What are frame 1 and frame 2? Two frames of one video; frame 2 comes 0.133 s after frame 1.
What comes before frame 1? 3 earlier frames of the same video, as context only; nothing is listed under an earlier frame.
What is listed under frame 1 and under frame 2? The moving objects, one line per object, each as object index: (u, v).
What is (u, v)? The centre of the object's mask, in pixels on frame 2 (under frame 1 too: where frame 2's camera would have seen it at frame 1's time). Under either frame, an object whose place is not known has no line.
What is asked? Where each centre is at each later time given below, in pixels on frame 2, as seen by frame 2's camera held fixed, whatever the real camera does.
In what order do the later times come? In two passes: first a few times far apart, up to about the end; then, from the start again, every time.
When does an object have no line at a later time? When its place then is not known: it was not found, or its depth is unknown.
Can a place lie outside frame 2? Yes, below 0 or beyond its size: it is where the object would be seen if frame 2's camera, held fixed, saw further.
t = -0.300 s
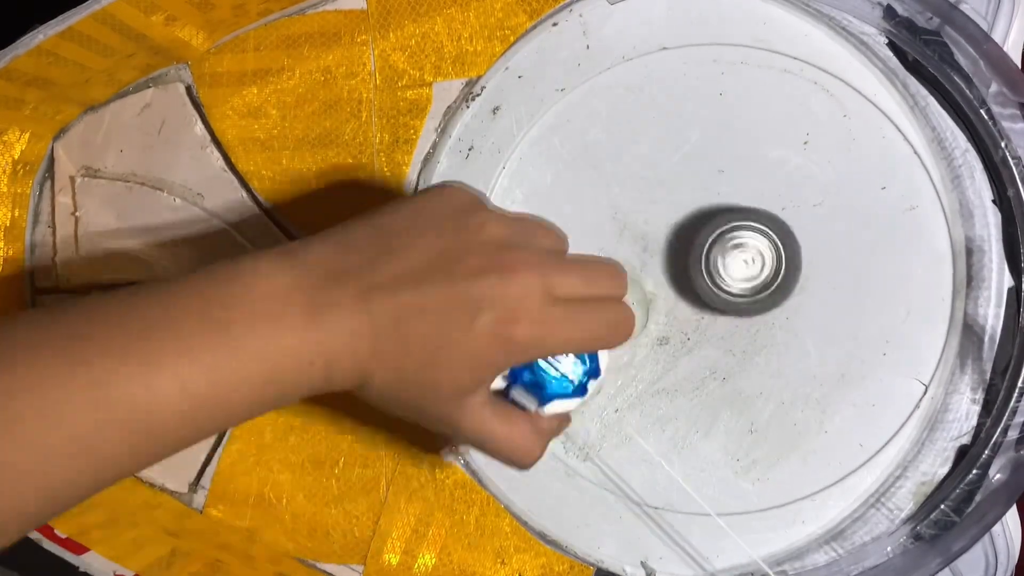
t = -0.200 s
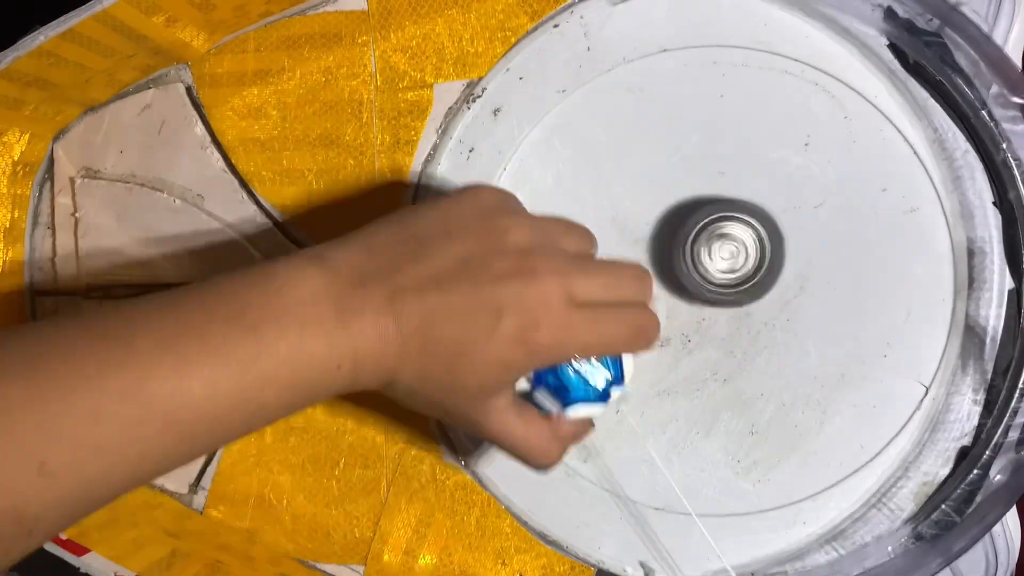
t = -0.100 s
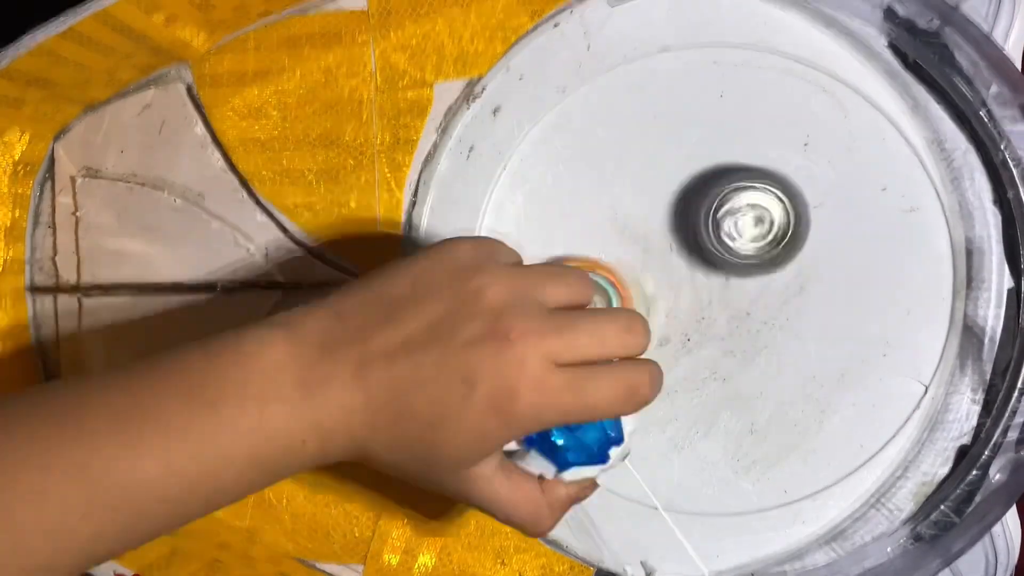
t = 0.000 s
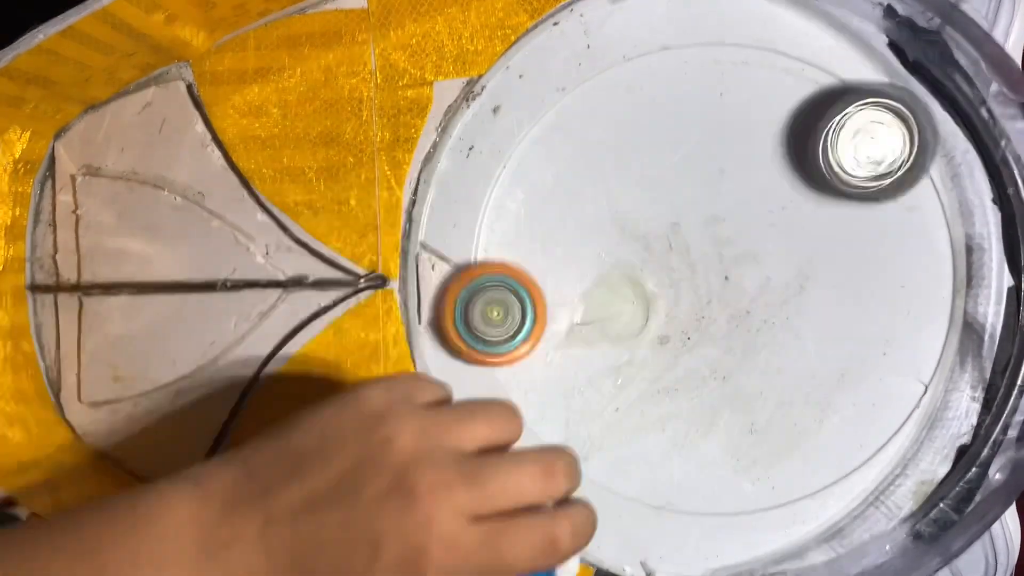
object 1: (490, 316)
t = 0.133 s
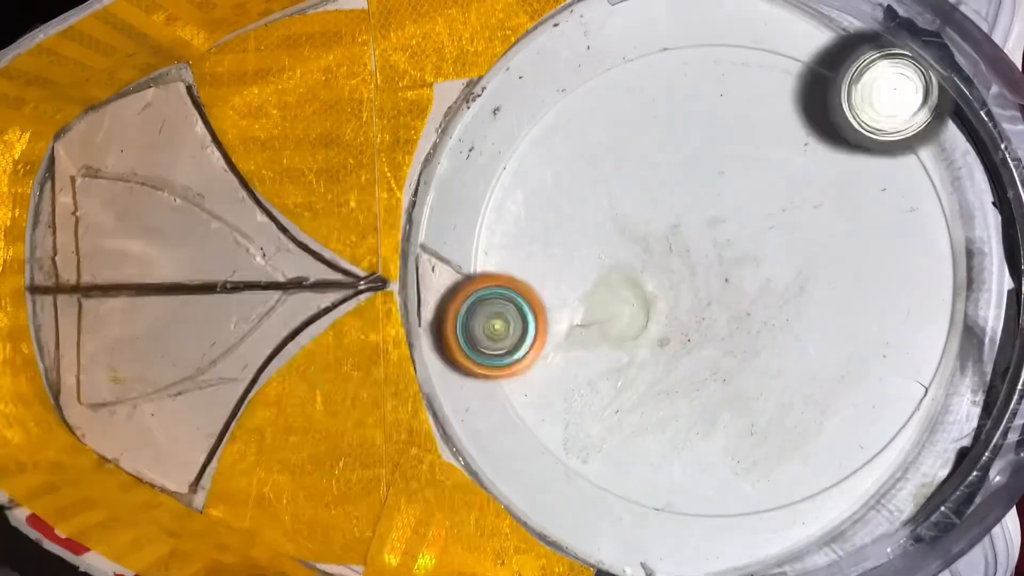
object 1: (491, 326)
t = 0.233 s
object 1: (548, 331)
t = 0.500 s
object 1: (699, 208)
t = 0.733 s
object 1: (633, 62)
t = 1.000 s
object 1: (485, 289)
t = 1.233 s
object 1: (659, 460)
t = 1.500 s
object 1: (877, 159)
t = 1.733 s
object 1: (564, 112)
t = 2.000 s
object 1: (498, 506)
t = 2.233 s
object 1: (509, 490)
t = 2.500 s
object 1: (627, 381)
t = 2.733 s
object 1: (651, 234)
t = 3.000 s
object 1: (501, 233)
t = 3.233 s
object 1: (582, 350)
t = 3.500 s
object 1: (703, 227)
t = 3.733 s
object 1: (580, 147)
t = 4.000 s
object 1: (566, 279)
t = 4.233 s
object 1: (715, 287)
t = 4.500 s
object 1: (710, 169)
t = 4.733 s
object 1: (630, 190)
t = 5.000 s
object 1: (698, 283)
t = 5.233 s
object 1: (770, 259)
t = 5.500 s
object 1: (720, 220)
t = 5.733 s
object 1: (710, 195)
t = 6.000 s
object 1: (594, 134)
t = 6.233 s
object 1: (574, 313)
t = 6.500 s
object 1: (733, 319)
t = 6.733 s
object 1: (727, 226)
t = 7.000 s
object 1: (653, 232)
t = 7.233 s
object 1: (661, 287)
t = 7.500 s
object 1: (668, 320)
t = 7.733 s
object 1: (687, 312)
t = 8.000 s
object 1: (655, 300)
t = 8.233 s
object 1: (670, 319)
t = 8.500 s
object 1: (653, 337)
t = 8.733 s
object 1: (641, 343)
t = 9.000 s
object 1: (650, 378)
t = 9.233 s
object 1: (662, 338)
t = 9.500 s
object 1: (611, 297)
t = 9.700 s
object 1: (577, 301)
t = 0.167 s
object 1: (507, 330)
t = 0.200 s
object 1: (528, 333)
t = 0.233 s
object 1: (548, 331)
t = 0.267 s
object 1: (575, 326)
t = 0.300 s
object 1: (598, 317)
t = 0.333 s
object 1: (618, 308)
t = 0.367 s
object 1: (640, 296)
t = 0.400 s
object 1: (661, 282)
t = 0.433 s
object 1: (676, 263)
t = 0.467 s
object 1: (689, 237)
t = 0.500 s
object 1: (699, 208)
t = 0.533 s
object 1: (703, 179)
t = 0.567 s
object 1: (701, 148)
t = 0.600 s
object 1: (695, 117)
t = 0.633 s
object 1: (685, 91)
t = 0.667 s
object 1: (669, 73)
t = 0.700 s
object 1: (652, 61)
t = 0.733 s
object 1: (633, 62)
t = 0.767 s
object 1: (617, 75)
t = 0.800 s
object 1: (594, 96)
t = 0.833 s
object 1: (576, 118)
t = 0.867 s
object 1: (551, 148)
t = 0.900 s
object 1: (526, 179)
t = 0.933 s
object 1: (505, 210)
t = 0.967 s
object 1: (487, 247)
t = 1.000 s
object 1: (485, 289)
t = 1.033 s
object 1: (494, 324)
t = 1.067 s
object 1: (512, 365)
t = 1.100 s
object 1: (532, 397)
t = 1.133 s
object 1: (557, 423)
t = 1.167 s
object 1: (591, 446)
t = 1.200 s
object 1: (620, 457)
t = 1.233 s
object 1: (659, 460)
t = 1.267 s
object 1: (701, 455)
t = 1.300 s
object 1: (738, 442)
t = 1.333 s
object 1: (783, 413)
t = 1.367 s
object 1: (826, 371)
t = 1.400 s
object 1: (857, 328)
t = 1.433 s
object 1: (885, 275)
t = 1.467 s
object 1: (894, 209)
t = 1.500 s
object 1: (877, 159)
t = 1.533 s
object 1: (855, 117)
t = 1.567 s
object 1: (821, 73)
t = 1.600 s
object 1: (767, 50)
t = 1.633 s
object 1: (721, 37)
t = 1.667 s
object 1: (662, 30)
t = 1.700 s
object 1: (609, 61)
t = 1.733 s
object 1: (564, 112)
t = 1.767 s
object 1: (506, 181)
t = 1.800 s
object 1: (475, 256)
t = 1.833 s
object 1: (463, 307)
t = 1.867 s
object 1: (453, 356)
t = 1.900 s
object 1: (449, 395)
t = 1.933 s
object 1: (458, 439)
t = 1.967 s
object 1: (475, 477)
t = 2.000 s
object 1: (498, 506)
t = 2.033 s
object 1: (524, 532)
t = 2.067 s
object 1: (538, 548)
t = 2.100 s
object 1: (543, 546)
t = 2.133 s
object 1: (534, 534)
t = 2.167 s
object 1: (521, 525)
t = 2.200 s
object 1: (512, 511)
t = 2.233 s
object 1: (509, 490)
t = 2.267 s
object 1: (511, 472)
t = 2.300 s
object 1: (518, 455)
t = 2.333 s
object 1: (529, 438)
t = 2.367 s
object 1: (545, 424)
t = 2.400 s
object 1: (562, 410)
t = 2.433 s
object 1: (585, 399)
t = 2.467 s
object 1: (606, 390)
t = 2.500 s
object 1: (627, 381)
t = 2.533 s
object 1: (651, 366)
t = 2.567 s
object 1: (666, 348)
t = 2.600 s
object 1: (677, 329)
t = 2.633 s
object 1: (679, 301)
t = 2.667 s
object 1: (677, 276)
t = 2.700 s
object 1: (668, 255)
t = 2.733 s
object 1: (651, 234)
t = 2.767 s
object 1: (630, 217)
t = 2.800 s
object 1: (612, 208)
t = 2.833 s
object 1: (589, 200)
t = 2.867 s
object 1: (563, 198)
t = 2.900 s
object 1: (545, 200)
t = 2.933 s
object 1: (526, 208)
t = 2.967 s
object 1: (510, 219)
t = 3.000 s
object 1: (501, 233)
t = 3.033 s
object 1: (497, 252)
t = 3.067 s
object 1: (497, 272)
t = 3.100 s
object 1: (502, 291)
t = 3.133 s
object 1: (516, 313)
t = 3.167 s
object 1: (531, 329)
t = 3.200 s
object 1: (554, 341)
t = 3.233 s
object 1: (582, 350)
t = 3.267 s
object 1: (605, 351)
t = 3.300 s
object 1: (630, 349)
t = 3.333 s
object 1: (654, 339)
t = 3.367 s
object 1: (677, 325)
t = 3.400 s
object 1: (692, 305)
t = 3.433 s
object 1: (704, 275)
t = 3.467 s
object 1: (708, 252)
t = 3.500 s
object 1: (703, 227)
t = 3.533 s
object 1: (693, 198)
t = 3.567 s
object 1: (678, 180)
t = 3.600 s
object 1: (662, 163)
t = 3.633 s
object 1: (640, 151)
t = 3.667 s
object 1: (620, 146)
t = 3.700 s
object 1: (601, 143)
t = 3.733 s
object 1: (580, 147)
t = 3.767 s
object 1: (563, 154)
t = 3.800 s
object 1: (550, 164)
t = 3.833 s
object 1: (538, 181)
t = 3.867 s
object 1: (533, 198)
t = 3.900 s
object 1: (534, 218)
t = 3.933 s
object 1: (540, 241)
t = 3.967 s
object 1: (549, 260)
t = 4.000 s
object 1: (566, 279)
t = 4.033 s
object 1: (588, 297)
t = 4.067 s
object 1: (606, 306)
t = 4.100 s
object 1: (629, 313)
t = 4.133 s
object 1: (653, 314)
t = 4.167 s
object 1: (673, 311)
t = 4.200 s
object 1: (696, 301)
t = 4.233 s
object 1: (715, 287)
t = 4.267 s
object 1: (727, 273)
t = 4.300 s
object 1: (736, 254)
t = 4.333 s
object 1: (741, 234)
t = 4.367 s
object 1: (741, 219)
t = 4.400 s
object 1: (737, 202)
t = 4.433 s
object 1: (729, 187)
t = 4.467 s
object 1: (722, 177)
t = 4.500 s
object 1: (710, 169)
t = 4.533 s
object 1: (698, 161)
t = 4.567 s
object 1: (686, 156)
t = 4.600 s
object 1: (673, 155)
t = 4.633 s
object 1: (660, 158)
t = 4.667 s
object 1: (648, 165)
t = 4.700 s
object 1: (637, 176)
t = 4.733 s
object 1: (630, 190)
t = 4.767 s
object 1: (628, 205)
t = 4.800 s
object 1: (629, 223)
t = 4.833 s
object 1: (634, 239)
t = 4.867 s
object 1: (641, 249)
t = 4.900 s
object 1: (654, 261)
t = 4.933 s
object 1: (668, 270)
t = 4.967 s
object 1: (682, 278)
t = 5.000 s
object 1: (698, 283)
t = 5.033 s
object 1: (711, 286)
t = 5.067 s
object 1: (725, 286)
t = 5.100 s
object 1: (737, 282)
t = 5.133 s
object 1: (748, 280)
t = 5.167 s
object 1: (757, 275)
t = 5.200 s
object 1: (766, 267)
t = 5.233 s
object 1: (770, 259)
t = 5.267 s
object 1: (774, 249)
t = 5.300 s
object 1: (774, 238)
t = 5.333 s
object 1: (772, 231)
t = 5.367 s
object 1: (765, 224)
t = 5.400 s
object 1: (755, 218)
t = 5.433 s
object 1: (745, 215)
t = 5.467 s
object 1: (734, 215)
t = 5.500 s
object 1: (720, 220)
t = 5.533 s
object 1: (711, 226)
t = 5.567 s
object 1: (704, 237)
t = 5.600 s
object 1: (699, 249)
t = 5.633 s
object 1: (697, 262)
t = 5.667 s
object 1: (696, 276)
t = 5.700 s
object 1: (705, 234)
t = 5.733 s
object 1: (710, 195)
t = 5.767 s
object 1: (713, 161)
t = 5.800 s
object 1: (709, 132)
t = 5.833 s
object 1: (699, 116)
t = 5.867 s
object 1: (684, 107)
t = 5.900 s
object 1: (663, 103)
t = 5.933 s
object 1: (643, 108)
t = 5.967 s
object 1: (619, 119)
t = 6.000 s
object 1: (594, 134)
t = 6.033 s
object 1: (577, 153)
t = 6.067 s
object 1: (562, 178)
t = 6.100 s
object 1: (550, 206)
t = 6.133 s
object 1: (546, 230)
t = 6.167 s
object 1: (551, 260)
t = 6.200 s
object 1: (560, 289)
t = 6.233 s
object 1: (574, 313)
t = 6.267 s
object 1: (599, 339)
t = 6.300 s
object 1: (621, 357)
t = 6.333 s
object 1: (645, 367)
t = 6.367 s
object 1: (673, 371)
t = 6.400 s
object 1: (688, 358)
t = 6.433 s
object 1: (705, 346)
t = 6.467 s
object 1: (722, 332)
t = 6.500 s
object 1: (733, 319)
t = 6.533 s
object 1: (740, 305)
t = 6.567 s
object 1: (745, 285)
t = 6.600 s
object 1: (746, 271)
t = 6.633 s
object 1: (744, 258)
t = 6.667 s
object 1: (740, 246)
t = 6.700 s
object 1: (734, 235)
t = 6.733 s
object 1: (727, 226)
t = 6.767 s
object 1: (714, 217)
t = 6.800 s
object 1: (704, 213)
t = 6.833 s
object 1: (693, 211)
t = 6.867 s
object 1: (682, 211)
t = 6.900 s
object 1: (673, 214)
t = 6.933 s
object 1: (665, 218)
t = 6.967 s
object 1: (657, 225)
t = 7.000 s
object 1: (653, 232)
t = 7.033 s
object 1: (650, 240)
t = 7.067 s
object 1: (649, 249)
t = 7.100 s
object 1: (648, 257)
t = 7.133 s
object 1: (649, 265)
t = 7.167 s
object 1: (653, 273)
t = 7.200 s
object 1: (658, 280)
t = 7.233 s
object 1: (661, 287)
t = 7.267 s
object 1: (654, 288)
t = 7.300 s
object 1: (653, 291)
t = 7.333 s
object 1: (654, 298)
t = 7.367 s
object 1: (659, 307)
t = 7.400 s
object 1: (664, 312)
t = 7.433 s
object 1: (667, 315)
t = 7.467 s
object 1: (667, 318)
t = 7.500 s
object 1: (668, 320)
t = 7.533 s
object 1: (672, 322)
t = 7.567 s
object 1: (677, 322)
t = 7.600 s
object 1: (682, 322)
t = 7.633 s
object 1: (681, 322)
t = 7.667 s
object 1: (685, 319)
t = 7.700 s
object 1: (688, 315)
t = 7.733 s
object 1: (687, 312)
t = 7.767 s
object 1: (686, 308)
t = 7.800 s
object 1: (683, 304)
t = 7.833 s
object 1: (679, 301)
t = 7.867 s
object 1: (676, 300)
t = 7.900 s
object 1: (671, 299)
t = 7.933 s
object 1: (668, 299)
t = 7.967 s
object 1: (662, 298)
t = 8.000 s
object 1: (655, 300)
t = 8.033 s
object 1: (656, 307)
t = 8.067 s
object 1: (657, 314)
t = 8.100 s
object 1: (659, 319)
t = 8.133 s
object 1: (665, 321)
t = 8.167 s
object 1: (666, 321)
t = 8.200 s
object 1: (669, 321)
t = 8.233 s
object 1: (670, 319)
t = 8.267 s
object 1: (663, 320)
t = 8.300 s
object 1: (659, 321)
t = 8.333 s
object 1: (655, 324)
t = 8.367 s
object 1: (652, 328)
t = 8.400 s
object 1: (652, 333)
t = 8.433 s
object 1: (651, 336)
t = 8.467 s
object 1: (654, 337)
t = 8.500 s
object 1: (653, 337)
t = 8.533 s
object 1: (652, 335)
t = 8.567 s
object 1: (648, 339)
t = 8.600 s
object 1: (651, 342)
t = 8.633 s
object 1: (646, 343)
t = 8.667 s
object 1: (648, 343)
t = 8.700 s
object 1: (649, 339)
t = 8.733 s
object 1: (641, 343)
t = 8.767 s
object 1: (634, 350)
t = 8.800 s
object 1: (636, 360)
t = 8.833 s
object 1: (633, 369)
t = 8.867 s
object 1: (635, 374)
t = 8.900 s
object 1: (644, 378)
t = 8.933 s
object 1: (644, 379)
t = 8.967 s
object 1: (648, 379)
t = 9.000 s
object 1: (650, 378)
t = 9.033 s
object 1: (658, 378)
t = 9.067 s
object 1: (660, 373)
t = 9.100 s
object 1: (662, 366)
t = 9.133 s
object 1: (661, 362)
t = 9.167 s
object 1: (663, 356)
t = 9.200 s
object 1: (667, 348)
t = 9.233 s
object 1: (662, 338)
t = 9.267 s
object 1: (657, 330)
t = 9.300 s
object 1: (653, 321)
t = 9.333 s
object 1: (650, 319)
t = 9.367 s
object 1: (651, 315)
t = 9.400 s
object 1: (642, 305)
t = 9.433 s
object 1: (629, 298)
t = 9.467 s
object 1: (621, 296)
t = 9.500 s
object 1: (611, 297)
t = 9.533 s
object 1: (603, 297)
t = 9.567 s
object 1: (597, 297)
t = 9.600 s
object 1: (590, 296)
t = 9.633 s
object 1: (584, 294)
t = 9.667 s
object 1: (579, 295)
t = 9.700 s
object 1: (577, 301)
